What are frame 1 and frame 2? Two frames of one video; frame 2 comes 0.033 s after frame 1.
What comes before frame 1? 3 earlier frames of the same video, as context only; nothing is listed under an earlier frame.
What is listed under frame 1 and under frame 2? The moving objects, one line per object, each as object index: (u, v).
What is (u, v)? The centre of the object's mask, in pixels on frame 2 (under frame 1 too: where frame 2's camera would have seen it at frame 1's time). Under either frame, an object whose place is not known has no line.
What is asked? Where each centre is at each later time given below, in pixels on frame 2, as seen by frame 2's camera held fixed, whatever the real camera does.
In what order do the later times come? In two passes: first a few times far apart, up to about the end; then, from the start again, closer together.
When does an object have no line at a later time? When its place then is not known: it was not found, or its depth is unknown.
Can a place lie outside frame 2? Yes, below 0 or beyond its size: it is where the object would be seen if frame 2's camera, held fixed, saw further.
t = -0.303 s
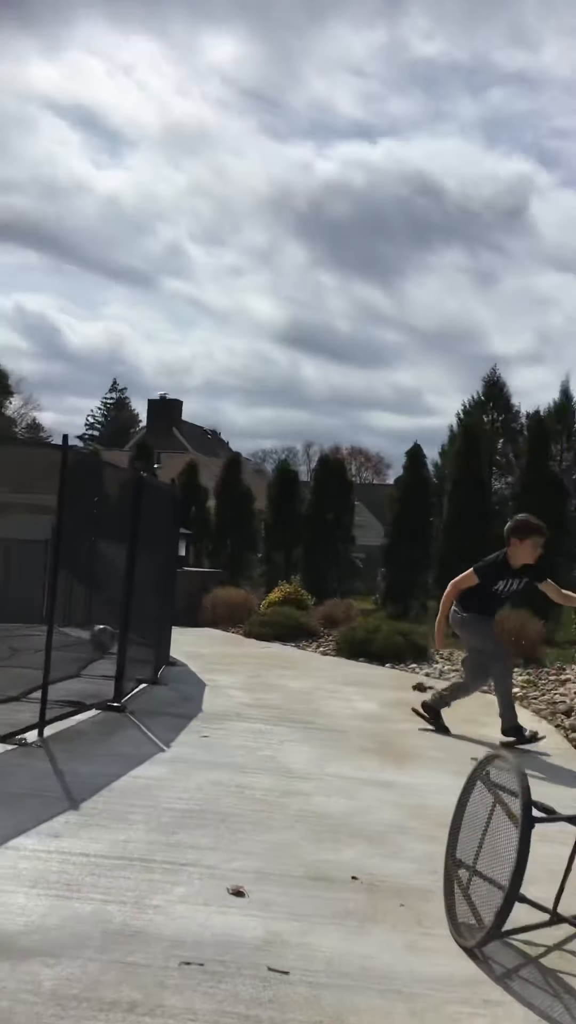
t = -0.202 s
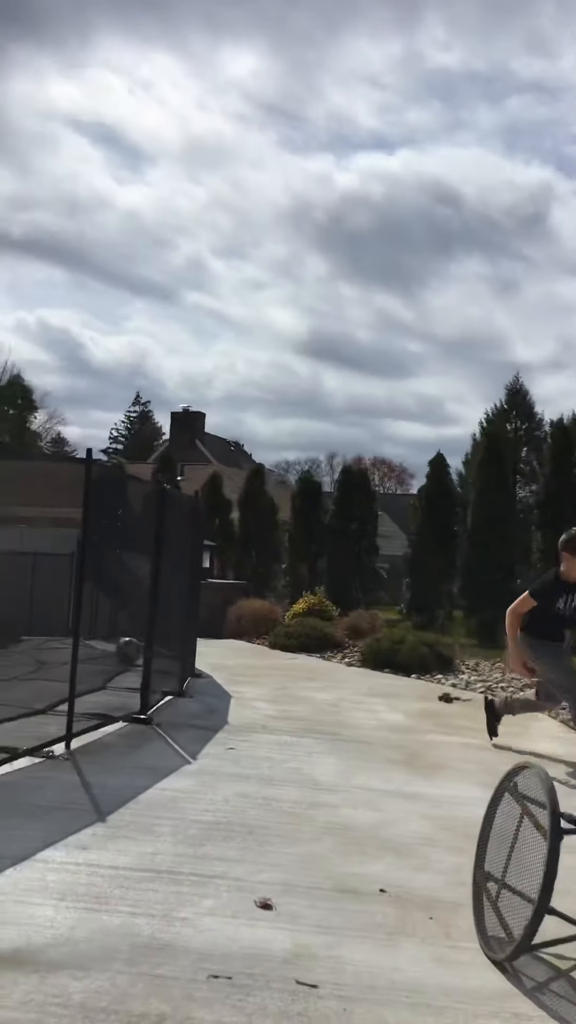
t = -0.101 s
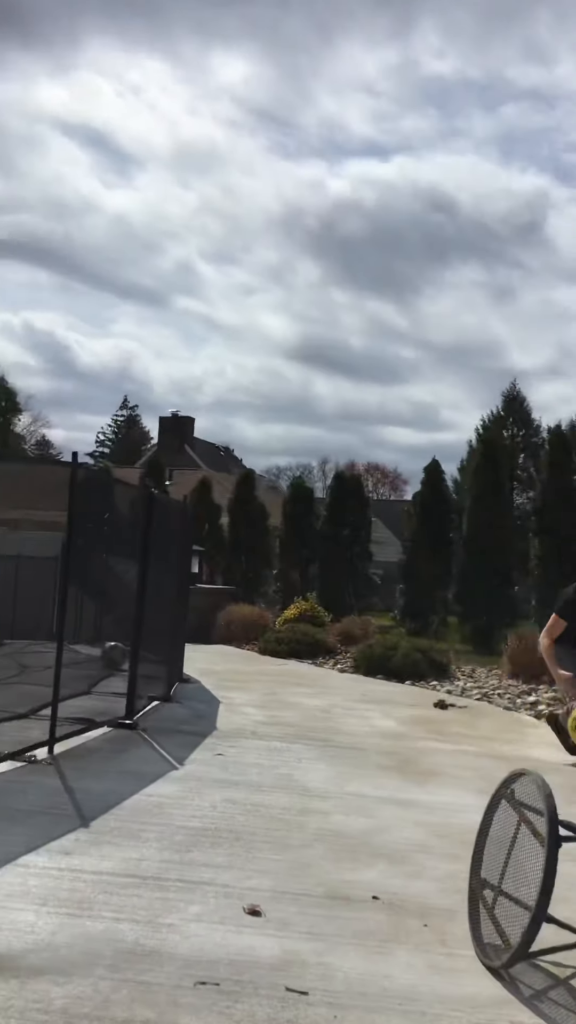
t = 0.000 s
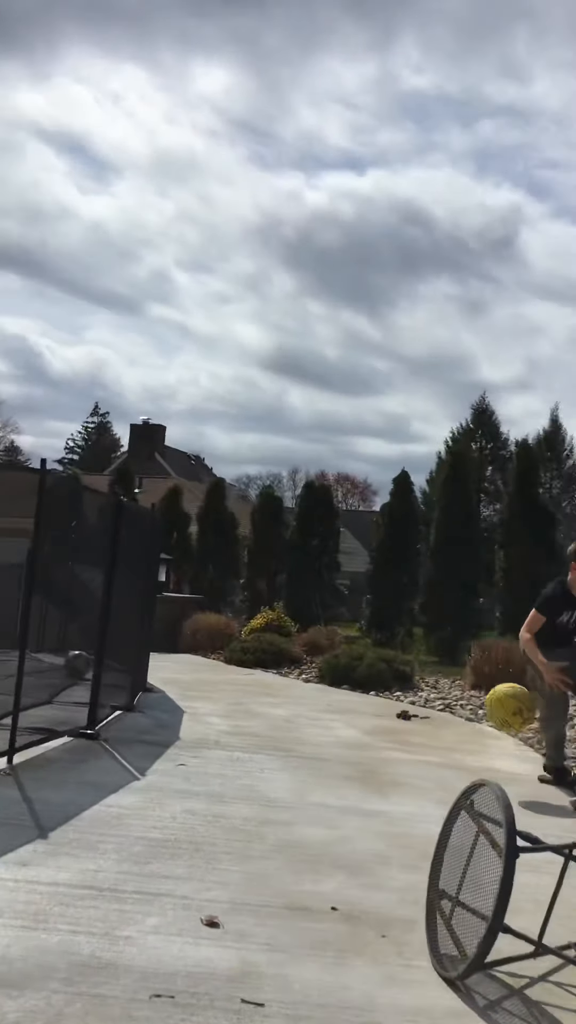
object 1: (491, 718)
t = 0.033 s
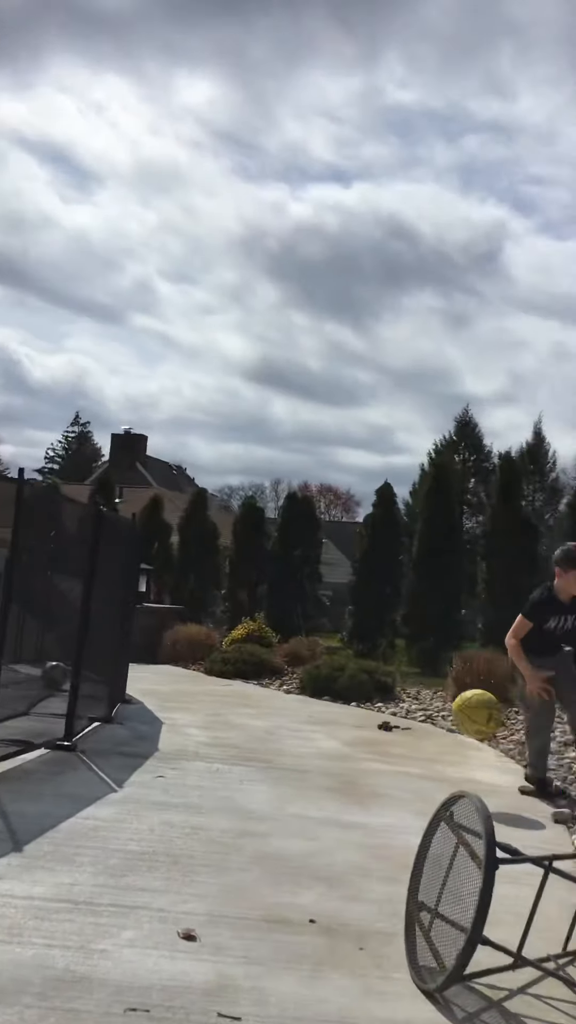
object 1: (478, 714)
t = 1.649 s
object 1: (93, 731)
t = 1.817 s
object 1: (103, 721)
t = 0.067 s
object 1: (462, 711)
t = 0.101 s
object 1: (447, 710)
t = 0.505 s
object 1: (288, 710)
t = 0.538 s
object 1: (275, 708)
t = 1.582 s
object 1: (87, 754)
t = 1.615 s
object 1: (90, 742)
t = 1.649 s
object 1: (93, 731)
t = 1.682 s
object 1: (94, 725)
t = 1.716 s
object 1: (97, 721)
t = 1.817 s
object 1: (103, 721)
